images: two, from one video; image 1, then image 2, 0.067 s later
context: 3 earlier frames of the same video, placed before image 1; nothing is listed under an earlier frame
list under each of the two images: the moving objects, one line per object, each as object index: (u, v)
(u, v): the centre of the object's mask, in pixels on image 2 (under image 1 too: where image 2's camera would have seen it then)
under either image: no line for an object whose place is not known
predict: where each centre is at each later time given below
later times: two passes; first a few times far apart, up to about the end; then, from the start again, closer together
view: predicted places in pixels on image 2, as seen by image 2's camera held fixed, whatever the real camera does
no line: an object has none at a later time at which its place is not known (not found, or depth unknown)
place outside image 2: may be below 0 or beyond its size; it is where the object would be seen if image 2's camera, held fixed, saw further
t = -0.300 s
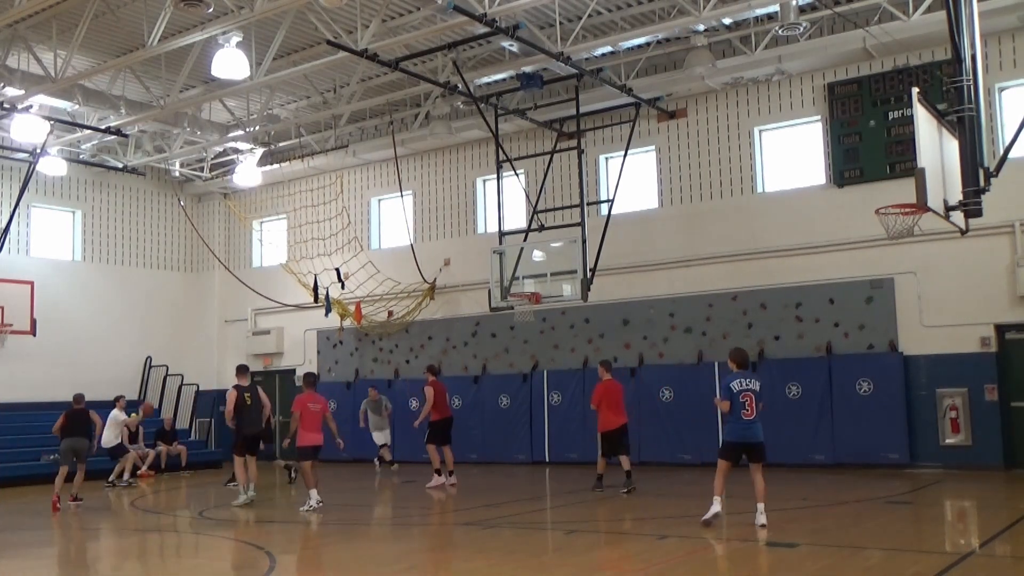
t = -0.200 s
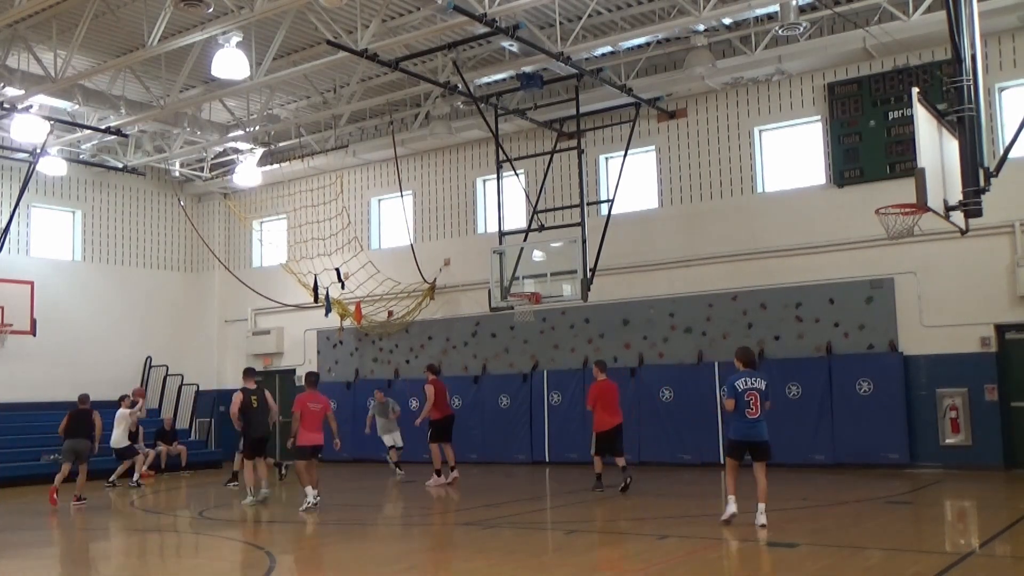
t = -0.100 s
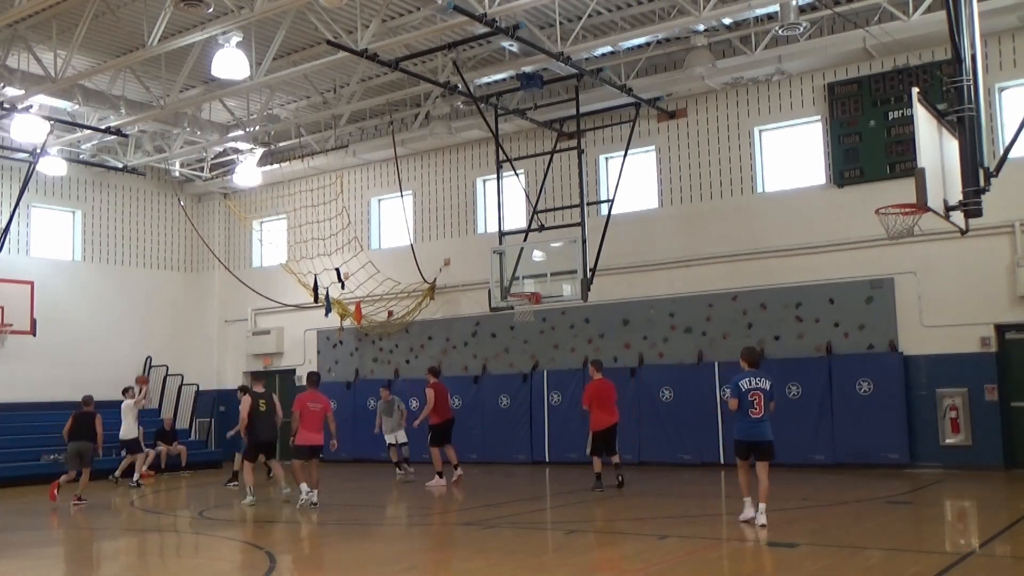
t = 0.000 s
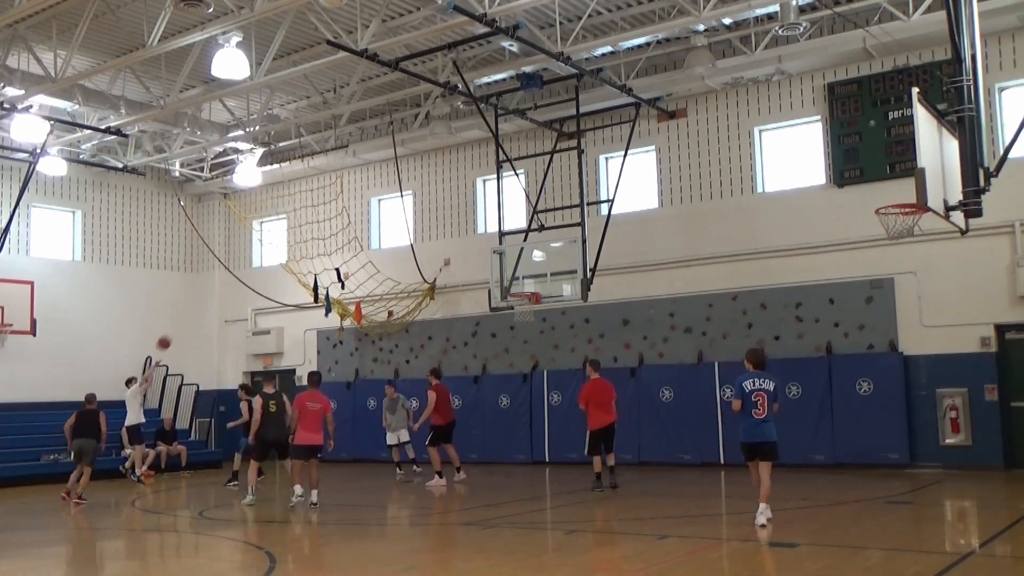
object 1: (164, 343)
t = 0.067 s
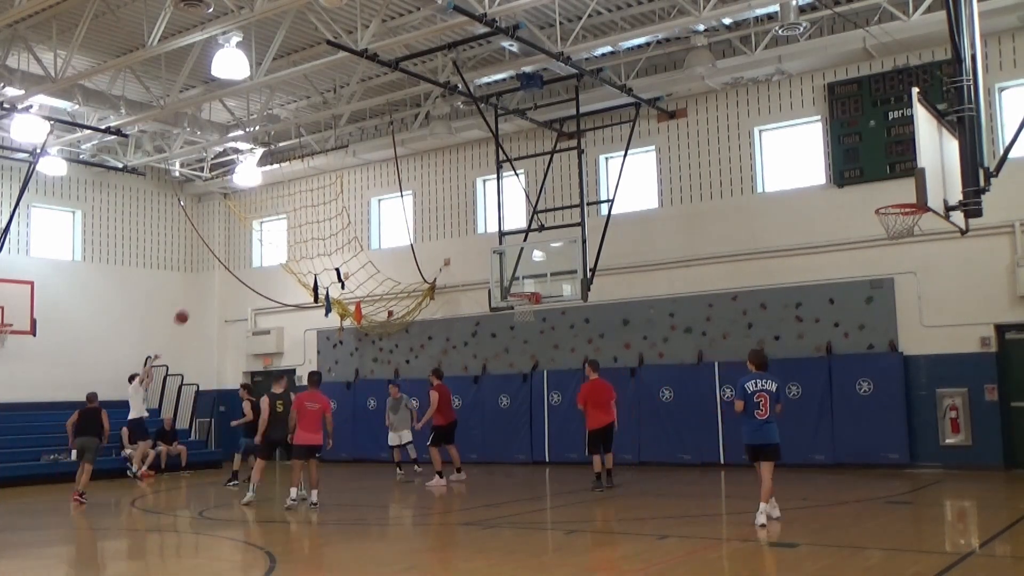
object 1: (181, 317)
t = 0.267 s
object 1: (235, 255)
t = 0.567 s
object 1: (313, 204)
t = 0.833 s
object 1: (383, 200)
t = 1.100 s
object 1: (456, 236)
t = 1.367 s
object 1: (530, 294)
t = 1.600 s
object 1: (527, 304)
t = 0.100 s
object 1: (190, 305)
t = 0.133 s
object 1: (199, 294)
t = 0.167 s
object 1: (208, 283)
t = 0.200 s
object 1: (217, 273)
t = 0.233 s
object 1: (226, 264)
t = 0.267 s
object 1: (235, 255)
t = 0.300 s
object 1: (244, 247)
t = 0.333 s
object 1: (252, 240)
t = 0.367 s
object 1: (260, 233)
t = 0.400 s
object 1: (269, 226)
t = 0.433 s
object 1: (278, 220)
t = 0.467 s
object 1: (287, 215)
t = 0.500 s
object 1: (296, 211)
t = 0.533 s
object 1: (304, 207)
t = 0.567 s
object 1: (313, 204)
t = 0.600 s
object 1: (322, 202)
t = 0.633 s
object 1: (330, 200)
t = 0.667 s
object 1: (339, 198)
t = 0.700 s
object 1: (348, 197)
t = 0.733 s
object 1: (357, 197)
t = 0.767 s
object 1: (366, 197)
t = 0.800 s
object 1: (375, 199)
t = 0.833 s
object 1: (383, 200)
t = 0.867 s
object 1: (392, 202)
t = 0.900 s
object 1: (402, 205)
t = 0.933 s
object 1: (412, 209)
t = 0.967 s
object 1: (420, 213)
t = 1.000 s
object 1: (429, 218)
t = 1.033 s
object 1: (438, 223)
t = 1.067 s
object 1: (447, 229)
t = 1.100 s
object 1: (456, 236)
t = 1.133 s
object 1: (465, 243)
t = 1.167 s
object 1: (474, 251)
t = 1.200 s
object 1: (483, 260)
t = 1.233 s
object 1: (493, 269)
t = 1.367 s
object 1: (530, 294)
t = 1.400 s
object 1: (525, 294)
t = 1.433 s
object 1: (519, 295)
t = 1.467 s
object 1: (517, 296)
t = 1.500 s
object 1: (519, 298)
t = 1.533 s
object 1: (521, 299)
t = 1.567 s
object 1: (523, 301)
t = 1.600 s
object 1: (527, 304)
